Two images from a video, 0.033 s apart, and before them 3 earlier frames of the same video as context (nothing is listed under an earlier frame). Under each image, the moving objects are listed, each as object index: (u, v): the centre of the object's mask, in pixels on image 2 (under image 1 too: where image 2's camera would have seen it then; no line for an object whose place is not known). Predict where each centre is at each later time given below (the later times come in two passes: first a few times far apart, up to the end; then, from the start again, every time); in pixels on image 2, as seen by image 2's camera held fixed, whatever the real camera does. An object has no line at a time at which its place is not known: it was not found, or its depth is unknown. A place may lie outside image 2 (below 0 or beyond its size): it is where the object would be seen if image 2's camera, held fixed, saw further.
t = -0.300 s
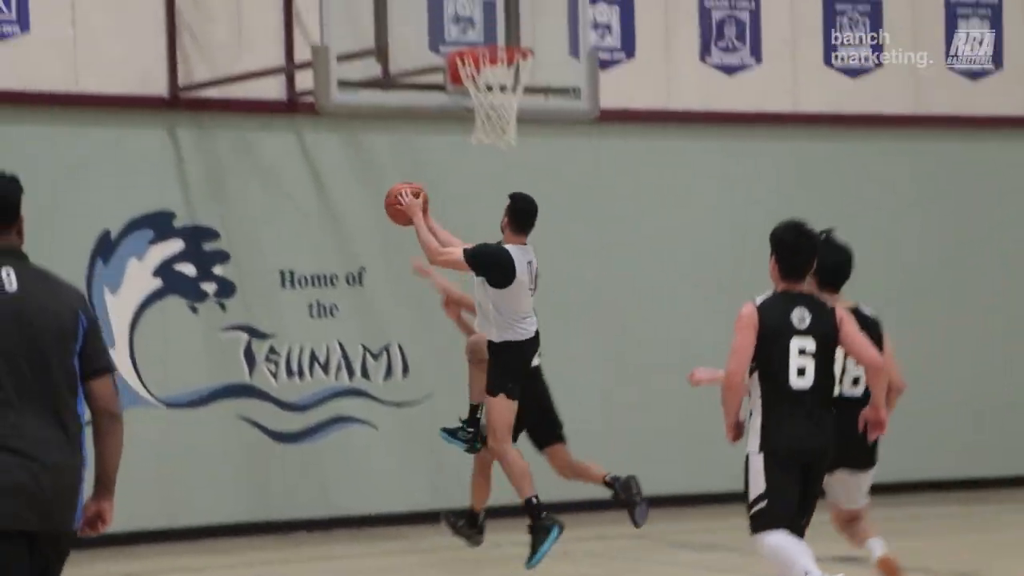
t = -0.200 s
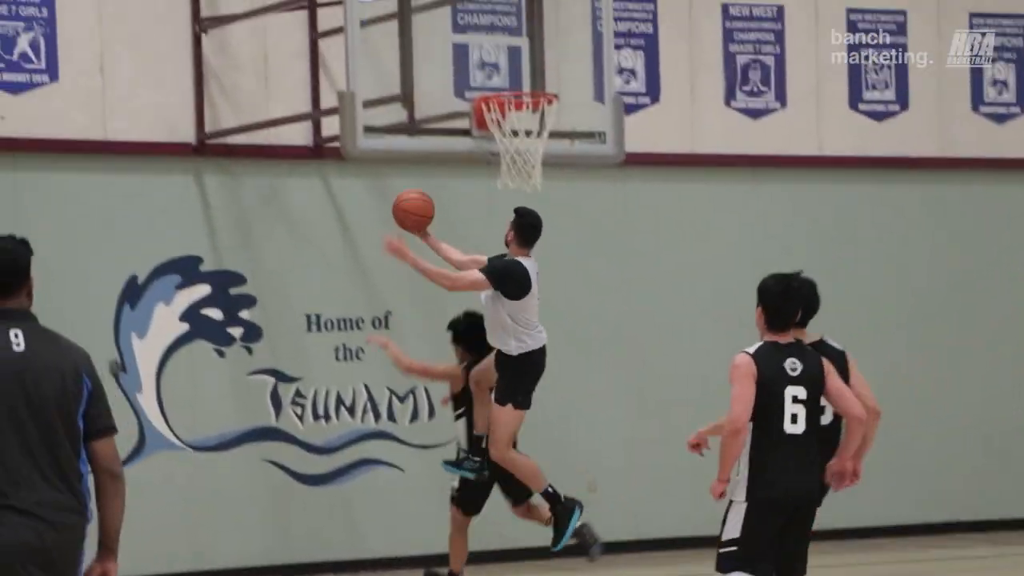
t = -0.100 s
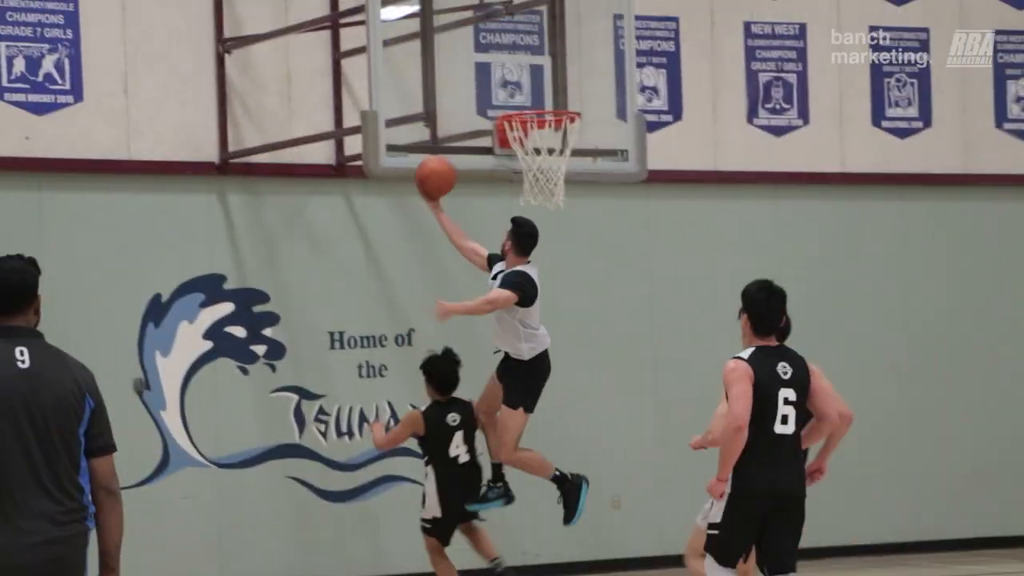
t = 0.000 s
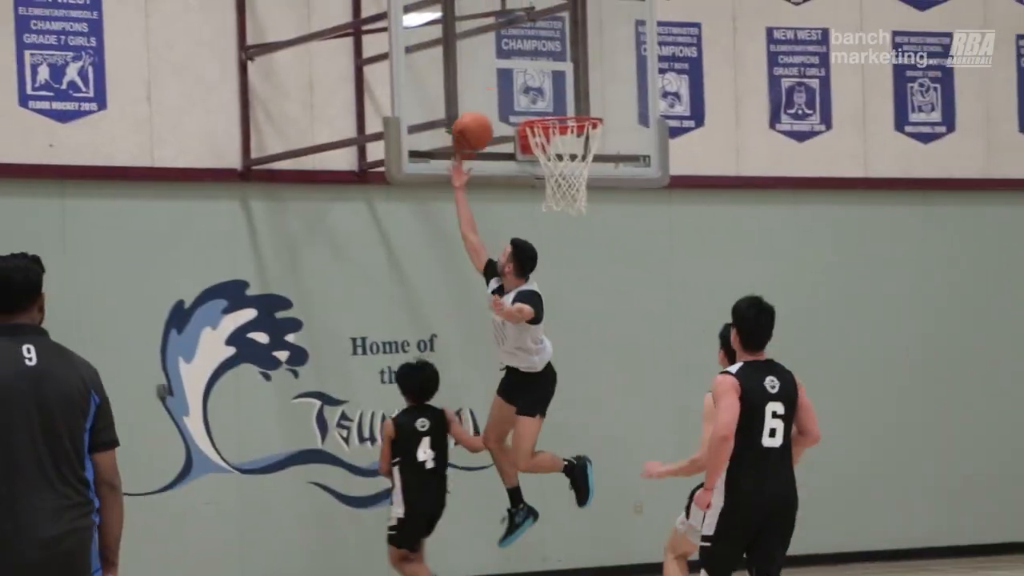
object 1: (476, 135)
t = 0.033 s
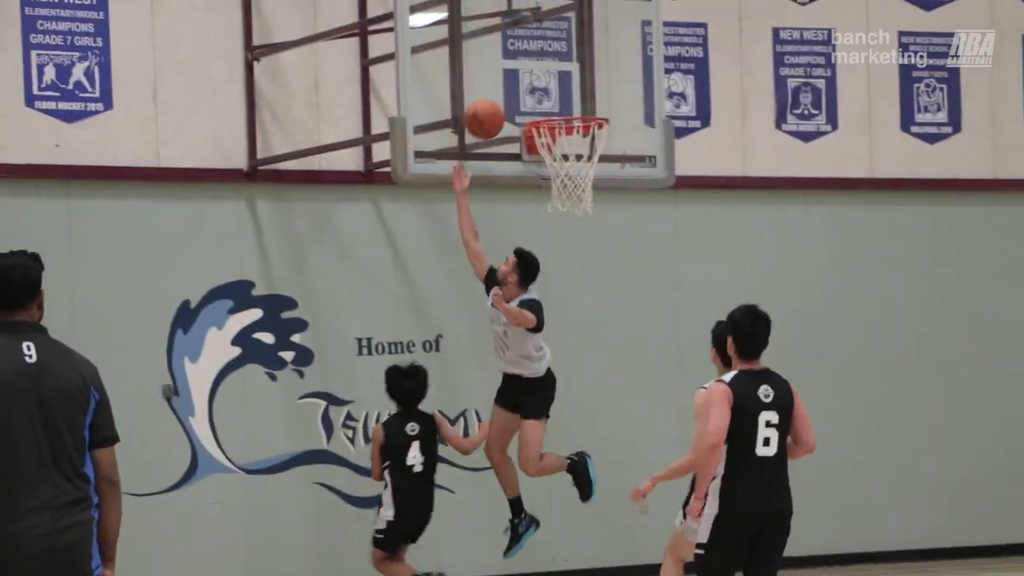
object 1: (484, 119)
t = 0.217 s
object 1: (521, 80)
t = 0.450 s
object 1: (584, 103)
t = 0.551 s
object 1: (576, 105)
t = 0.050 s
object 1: (487, 113)
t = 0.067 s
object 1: (490, 108)
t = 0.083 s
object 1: (493, 103)
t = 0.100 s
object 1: (496, 99)
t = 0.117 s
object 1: (499, 95)
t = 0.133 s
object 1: (502, 91)
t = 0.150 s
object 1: (505, 88)
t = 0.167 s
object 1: (509, 86)
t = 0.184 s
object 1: (512, 84)
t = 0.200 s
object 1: (516, 82)
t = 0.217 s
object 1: (521, 80)
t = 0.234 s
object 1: (525, 79)
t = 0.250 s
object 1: (530, 78)
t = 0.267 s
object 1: (535, 78)
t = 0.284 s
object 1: (539, 79)
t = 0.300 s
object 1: (544, 80)
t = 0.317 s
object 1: (548, 81)
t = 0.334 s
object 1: (553, 82)
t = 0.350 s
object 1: (557, 83)
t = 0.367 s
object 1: (561, 86)
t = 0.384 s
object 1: (566, 89)
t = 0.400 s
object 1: (571, 92)
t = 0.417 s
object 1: (576, 95)
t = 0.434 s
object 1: (580, 99)
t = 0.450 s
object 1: (584, 103)
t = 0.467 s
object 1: (588, 106)
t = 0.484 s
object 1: (592, 108)
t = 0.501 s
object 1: (588, 106)
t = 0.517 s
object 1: (584, 106)
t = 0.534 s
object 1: (580, 106)
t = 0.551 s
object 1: (576, 105)
